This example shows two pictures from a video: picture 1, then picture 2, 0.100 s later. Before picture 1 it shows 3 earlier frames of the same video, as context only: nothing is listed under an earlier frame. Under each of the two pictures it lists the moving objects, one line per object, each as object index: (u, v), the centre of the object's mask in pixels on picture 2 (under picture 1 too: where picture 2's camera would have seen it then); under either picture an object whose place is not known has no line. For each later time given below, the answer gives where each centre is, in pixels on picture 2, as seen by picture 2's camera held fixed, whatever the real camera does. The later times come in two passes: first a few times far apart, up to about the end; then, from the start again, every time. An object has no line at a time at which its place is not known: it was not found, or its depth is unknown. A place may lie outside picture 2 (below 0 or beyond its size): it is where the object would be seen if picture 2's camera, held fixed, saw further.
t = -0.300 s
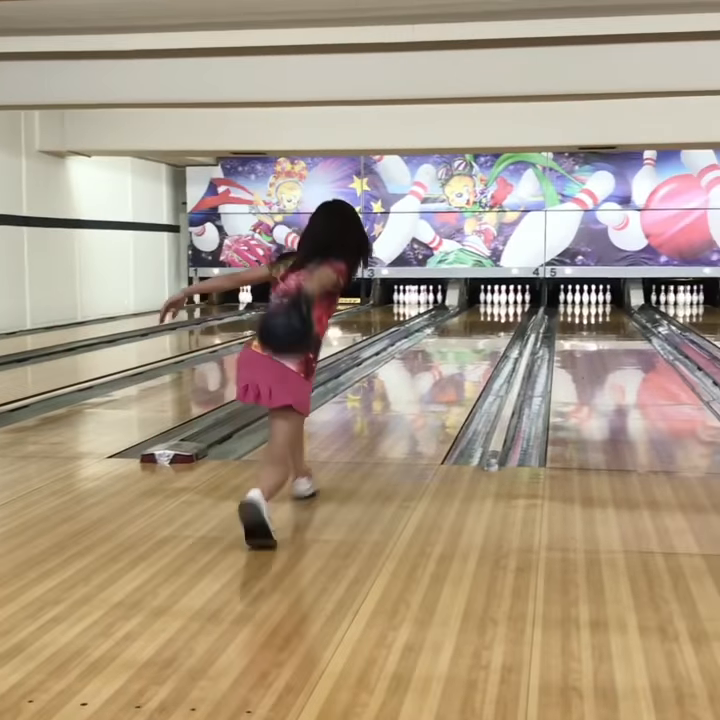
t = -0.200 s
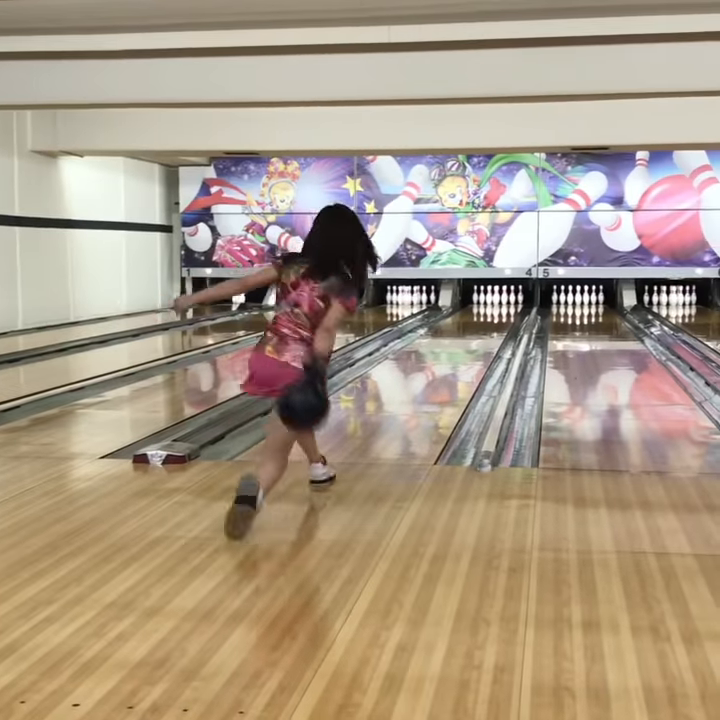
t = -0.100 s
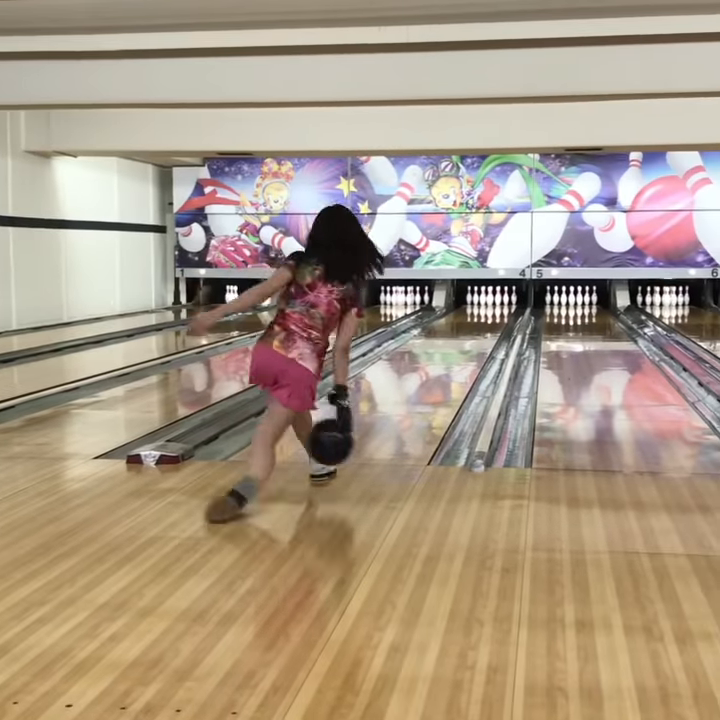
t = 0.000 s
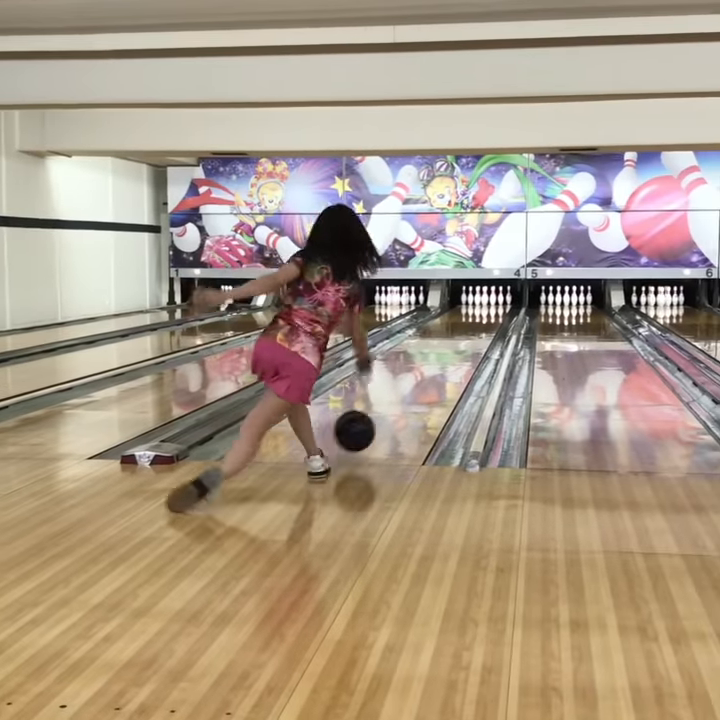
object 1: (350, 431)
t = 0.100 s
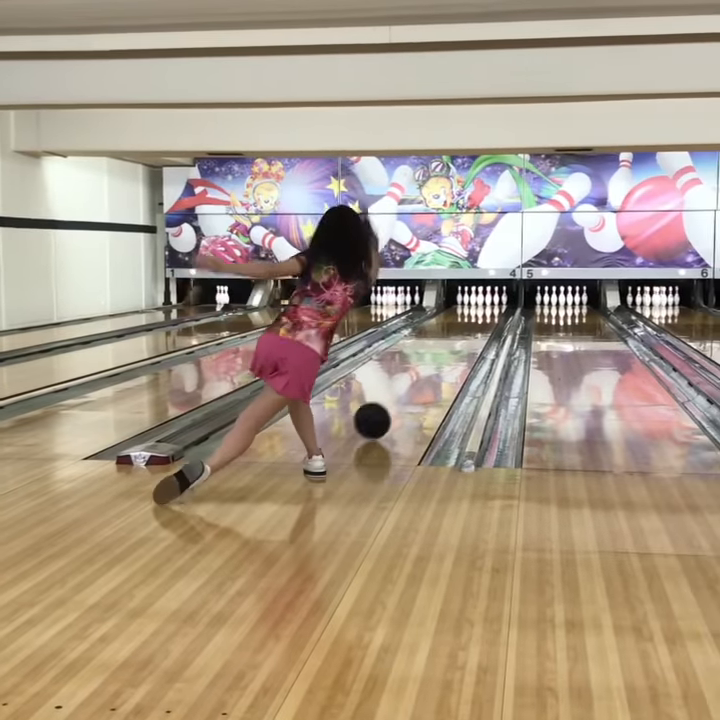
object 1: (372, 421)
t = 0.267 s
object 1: (399, 395)
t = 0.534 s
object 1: (428, 367)
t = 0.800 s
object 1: (447, 347)
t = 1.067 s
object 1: (458, 334)
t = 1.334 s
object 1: (466, 325)
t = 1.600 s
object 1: (471, 317)
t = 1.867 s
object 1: (475, 312)
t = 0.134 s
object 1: (378, 415)
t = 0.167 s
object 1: (384, 410)
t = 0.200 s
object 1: (389, 405)
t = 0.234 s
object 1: (395, 400)
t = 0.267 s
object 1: (399, 395)
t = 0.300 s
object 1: (403, 391)
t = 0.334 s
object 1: (408, 387)
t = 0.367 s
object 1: (412, 383)
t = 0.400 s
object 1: (415, 379)
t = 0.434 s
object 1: (419, 376)
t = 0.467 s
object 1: (422, 373)
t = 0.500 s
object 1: (425, 370)
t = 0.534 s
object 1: (428, 367)
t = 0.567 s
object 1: (431, 364)
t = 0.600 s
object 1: (433, 361)
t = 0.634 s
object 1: (436, 358)
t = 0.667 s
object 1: (438, 356)
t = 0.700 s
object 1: (440, 354)
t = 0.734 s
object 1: (443, 352)
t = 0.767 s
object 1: (445, 349)
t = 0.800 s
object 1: (447, 347)
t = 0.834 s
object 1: (448, 346)
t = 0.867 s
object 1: (450, 344)
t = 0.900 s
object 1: (451, 342)
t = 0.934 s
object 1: (453, 340)
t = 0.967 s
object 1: (454, 339)
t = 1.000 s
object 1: (455, 337)
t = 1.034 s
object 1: (457, 336)
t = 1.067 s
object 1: (458, 334)
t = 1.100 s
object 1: (459, 333)
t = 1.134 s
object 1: (461, 331)
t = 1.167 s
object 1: (462, 330)
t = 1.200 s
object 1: (462, 330)
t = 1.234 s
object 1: (463, 328)
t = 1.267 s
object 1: (464, 327)
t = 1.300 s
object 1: (466, 325)
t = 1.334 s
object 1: (466, 325)
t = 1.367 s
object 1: (466, 323)
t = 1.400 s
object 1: (467, 322)
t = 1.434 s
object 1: (468, 321)
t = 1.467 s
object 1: (468, 320)
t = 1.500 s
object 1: (469, 320)
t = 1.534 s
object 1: (470, 318)
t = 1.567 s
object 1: (470, 318)
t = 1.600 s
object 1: (471, 317)
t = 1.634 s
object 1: (471, 317)
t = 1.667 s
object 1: (471, 315)
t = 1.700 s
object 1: (472, 315)
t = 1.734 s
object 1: (472, 315)
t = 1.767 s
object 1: (473, 314)
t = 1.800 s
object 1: (474, 313)
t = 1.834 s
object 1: (474, 313)
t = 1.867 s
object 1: (475, 312)
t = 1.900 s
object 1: (476, 312)
